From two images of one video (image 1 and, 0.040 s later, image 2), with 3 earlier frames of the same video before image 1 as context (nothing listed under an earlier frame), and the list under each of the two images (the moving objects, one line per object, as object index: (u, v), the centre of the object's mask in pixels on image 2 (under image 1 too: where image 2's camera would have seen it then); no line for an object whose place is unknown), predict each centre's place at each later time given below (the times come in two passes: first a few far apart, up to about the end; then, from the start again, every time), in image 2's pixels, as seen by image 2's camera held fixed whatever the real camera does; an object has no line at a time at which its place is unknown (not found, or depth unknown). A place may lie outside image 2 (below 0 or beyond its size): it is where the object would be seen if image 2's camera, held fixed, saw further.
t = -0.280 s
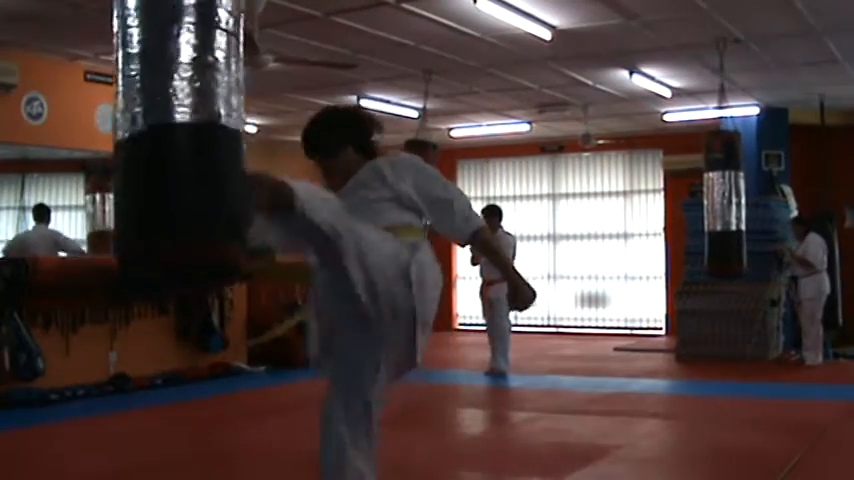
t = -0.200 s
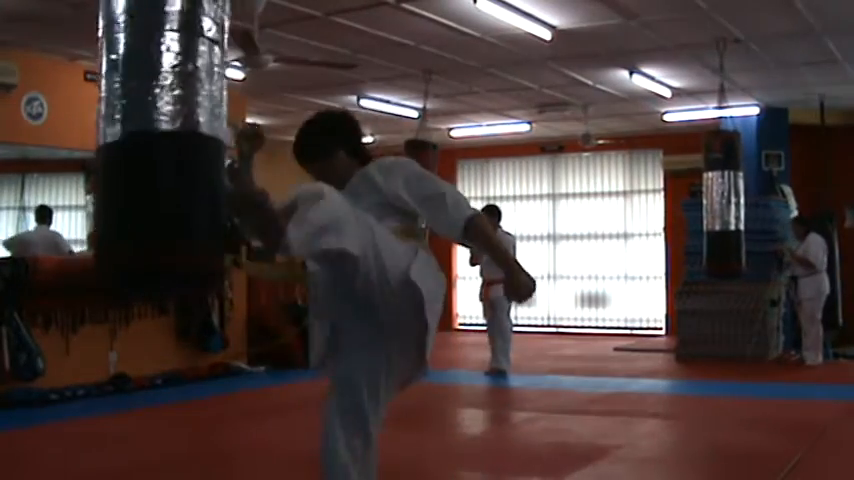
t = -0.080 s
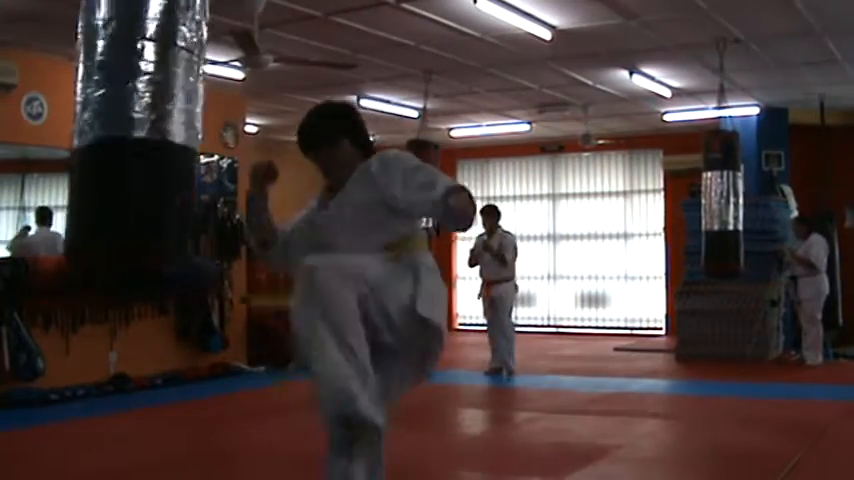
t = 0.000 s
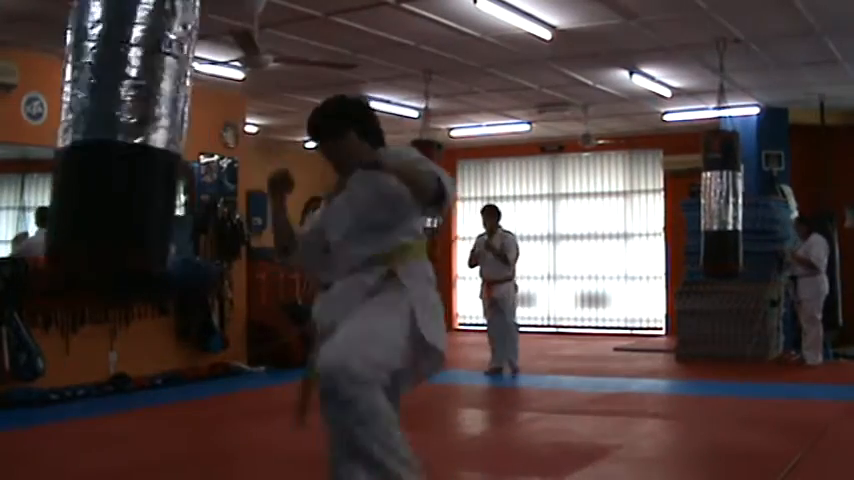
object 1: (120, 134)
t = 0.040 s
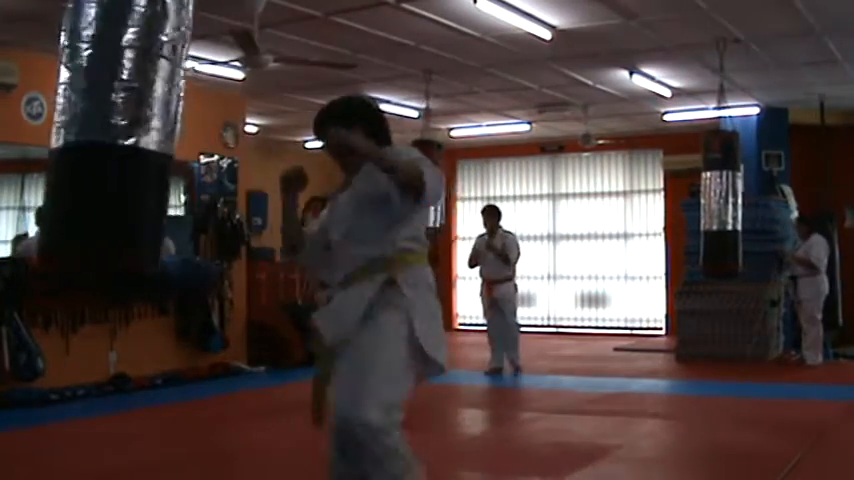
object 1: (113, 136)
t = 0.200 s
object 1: (97, 138)
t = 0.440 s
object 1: (91, 136)
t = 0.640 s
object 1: (109, 137)
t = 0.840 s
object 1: (141, 135)
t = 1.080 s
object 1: (183, 137)
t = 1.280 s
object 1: (217, 141)
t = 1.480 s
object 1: (237, 141)
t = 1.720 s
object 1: (229, 139)
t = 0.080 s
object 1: (109, 138)
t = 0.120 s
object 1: (104, 140)
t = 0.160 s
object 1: (100, 138)
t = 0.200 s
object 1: (97, 138)
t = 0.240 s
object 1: (94, 138)
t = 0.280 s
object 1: (92, 138)
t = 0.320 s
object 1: (91, 137)
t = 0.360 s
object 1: (91, 137)
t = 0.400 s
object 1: (91, 137)
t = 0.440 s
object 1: (91, 136)
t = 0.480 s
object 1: (93, 137)
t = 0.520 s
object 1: (97, 138)
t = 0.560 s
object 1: (100, 137)
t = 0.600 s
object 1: (104, 137)
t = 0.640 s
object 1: (109, 137)
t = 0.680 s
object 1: (114, 136)
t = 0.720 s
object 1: (119, 135)
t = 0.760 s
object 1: (126, 135)
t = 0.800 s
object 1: (134, 134)
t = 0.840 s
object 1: (141, 135)
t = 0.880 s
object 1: (149, 135)
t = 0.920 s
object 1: (157, 137)
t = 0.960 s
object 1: (163, 137)
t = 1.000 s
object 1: (168, 137)
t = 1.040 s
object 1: (175, 138)
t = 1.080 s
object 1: (183, 137)
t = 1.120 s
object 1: (191, 139)
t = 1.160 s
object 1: (199, 141)
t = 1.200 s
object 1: (204, 142)
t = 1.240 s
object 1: (211, 141)
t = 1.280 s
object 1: (217, 141)
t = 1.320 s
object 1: (224, 141)
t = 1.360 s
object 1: (229, 141)
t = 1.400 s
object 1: (232, 141)
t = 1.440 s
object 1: (235, 141)
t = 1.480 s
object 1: (237, 141)
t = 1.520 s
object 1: (239, 141)
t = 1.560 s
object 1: (238, 140)
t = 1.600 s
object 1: (237, 140)
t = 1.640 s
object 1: (235, 140)
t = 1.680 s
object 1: (233, 141)
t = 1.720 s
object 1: (229, 139)
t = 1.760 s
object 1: (224, 139)
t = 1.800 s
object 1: (219, 141)
